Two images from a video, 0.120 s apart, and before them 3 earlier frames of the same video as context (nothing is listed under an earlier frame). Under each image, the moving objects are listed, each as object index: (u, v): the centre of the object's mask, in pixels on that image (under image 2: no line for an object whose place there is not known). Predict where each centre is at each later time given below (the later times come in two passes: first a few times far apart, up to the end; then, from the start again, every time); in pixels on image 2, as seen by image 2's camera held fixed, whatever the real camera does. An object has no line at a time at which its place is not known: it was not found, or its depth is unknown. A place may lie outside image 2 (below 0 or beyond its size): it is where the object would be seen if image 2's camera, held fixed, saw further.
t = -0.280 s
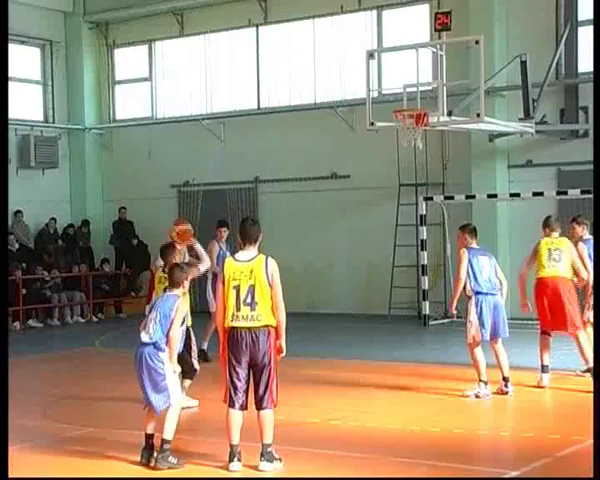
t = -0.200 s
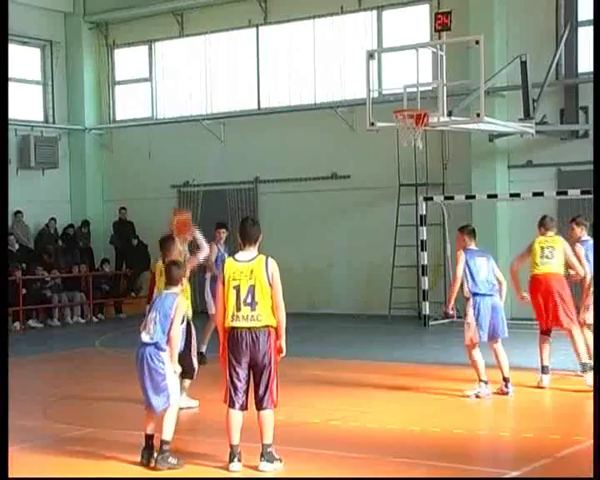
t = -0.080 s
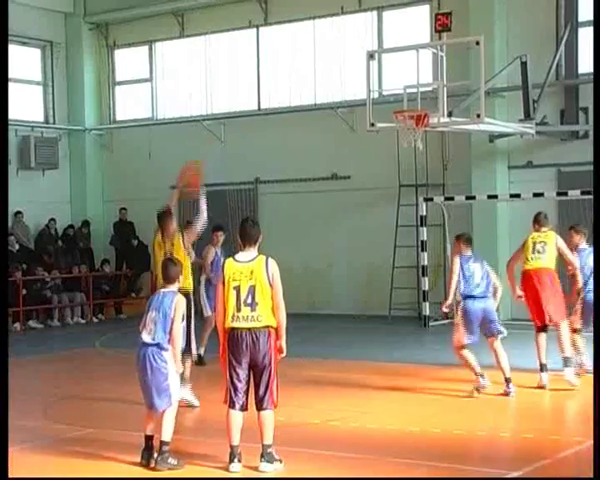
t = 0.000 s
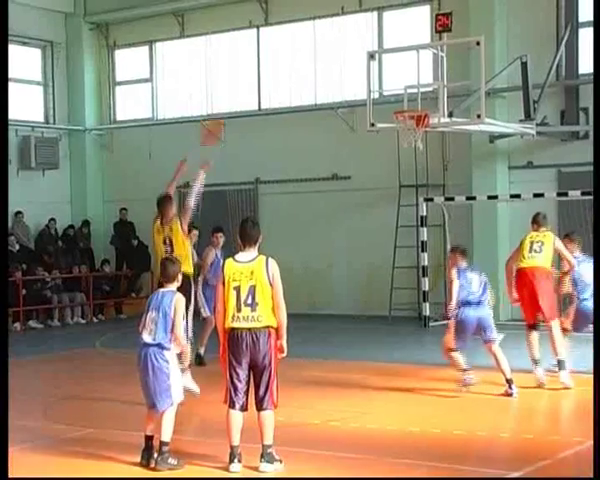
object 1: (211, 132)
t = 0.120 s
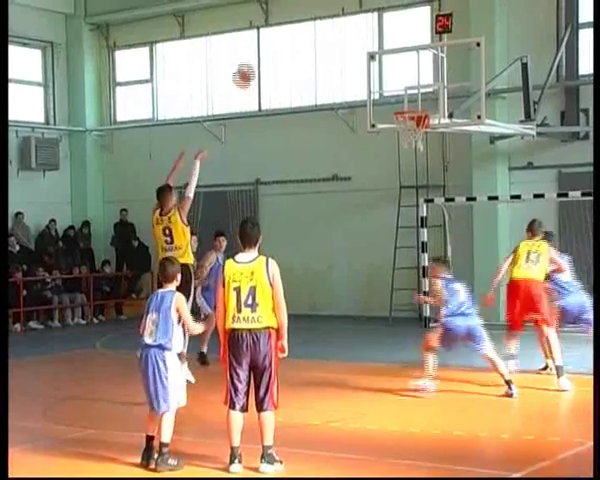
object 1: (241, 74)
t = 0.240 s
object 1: (272, 39)
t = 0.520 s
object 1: (335, 13)
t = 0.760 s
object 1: (381, 47)
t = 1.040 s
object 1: (399, 105)
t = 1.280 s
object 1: (339, 99)
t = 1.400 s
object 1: (310, 115)
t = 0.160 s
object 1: (252, 60)
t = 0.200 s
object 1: (262, 49)
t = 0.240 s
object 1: (272, 39)
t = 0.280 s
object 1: (281, 30)
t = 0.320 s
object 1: (291, 23)
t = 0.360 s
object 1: (300, 18)
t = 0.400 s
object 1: (309, 15)
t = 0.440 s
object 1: (317, 13)
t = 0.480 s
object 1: (327, 12)
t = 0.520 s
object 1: (335, 13)
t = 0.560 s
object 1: (344, 16)
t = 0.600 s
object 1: (351, 19)
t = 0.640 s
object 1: (359, 24)
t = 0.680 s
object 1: (367, 31)
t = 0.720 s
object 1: (373, 39)
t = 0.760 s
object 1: (381, 47)
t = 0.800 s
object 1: (388, 56)
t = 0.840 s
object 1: (396, 68)
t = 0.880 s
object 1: (402, 80)
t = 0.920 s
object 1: (408, 93)
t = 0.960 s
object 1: (412, 104)
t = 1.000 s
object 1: (411, 106)
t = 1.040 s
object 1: (399, 105)
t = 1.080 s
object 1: (389, 100)
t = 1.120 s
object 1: (380, 97)
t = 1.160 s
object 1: (369, 95)
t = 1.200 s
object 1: (359, 96)
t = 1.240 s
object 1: (350, 97)
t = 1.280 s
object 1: (339, 99)
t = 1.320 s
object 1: (330, 104)
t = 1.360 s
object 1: (318, 110)
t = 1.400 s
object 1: (310, 115)
